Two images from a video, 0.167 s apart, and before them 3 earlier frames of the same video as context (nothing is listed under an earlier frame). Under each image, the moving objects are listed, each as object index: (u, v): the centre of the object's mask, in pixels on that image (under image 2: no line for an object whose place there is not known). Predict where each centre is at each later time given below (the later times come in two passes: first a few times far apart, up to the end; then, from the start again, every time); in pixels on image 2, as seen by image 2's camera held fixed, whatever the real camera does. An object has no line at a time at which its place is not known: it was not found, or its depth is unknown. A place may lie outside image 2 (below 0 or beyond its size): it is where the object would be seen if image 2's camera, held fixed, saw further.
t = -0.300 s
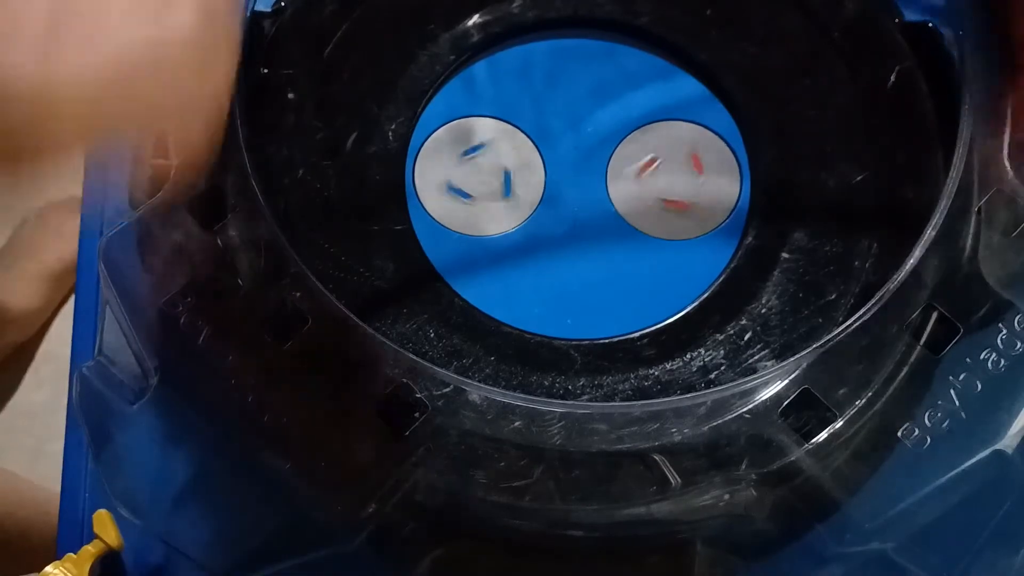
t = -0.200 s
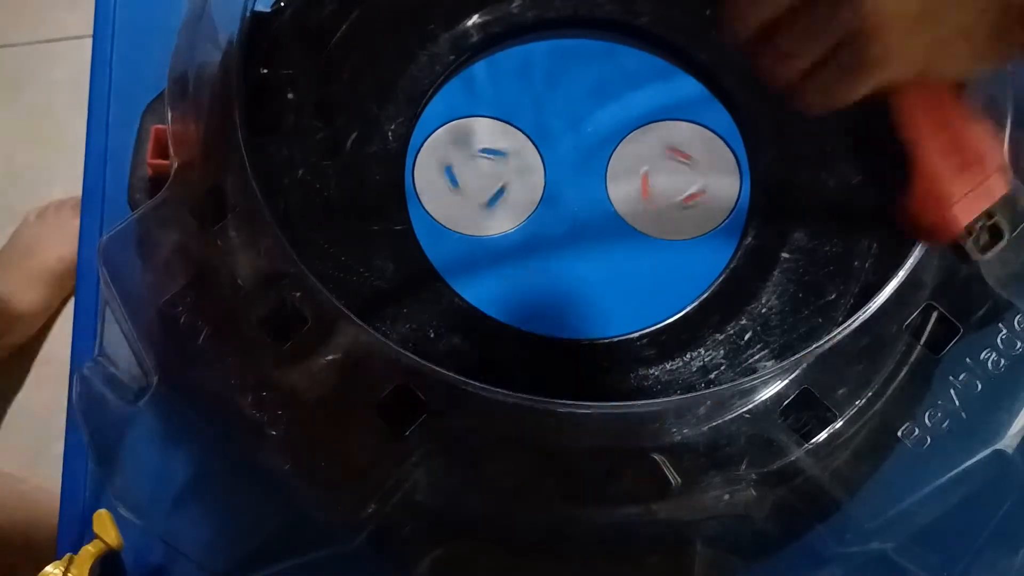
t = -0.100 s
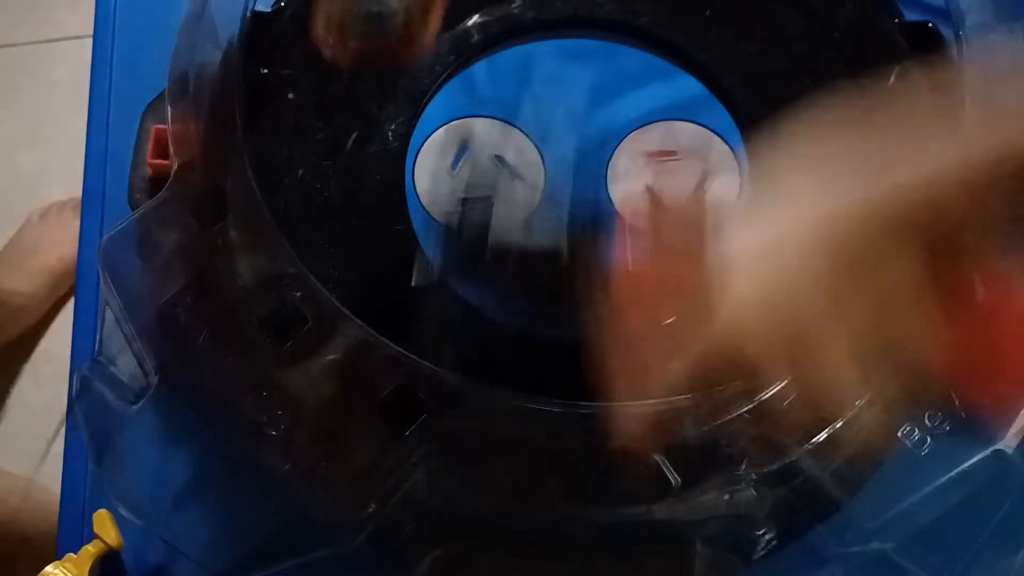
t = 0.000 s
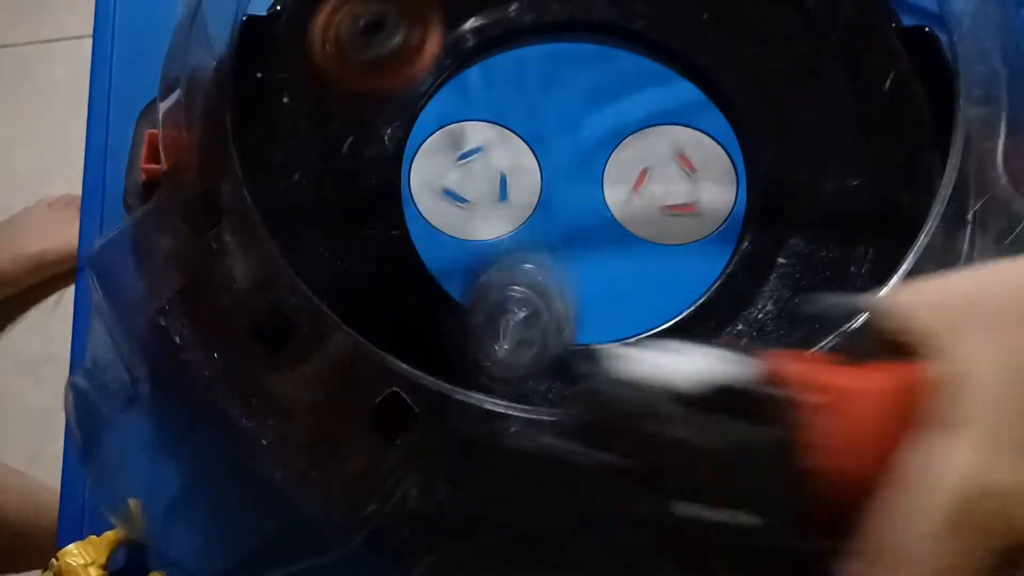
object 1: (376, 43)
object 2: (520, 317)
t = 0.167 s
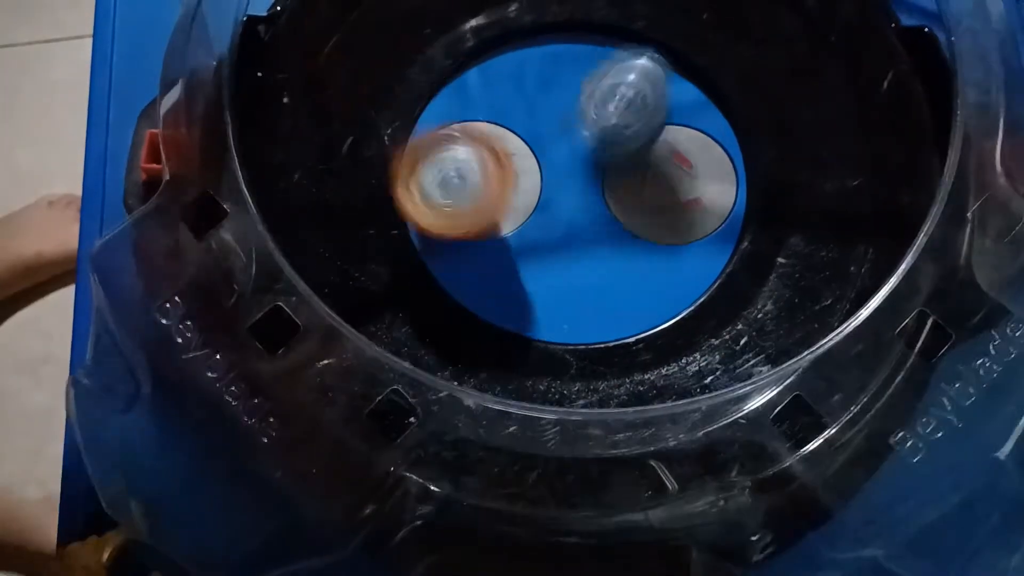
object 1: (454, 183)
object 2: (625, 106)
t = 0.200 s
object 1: (462, 209)
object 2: (651, 60)
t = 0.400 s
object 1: (562, 307)
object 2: (580, 157)
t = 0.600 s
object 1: (619, 294)
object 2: (693, 114)
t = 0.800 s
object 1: (636, 295)
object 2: (709, 99)
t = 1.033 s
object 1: (613, 305)
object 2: (699, 75)
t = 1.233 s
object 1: (577, 309)
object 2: (679, 57)
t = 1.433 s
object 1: (530, 302)
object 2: (643, 61)
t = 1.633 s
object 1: (504, 278)
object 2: (614, 92)
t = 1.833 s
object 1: (486, 234)
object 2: (600, 142)
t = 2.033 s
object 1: (499, 191)
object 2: (622, 170)
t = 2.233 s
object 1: (512, 162)
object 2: (628, 144)
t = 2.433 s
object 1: (517, 98)
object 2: (674, 102)
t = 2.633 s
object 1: (446, 96)
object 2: (717, 129)
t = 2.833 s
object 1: (425, 124)
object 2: (732, 188)
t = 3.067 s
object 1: (445, 146)
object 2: (651, 212)
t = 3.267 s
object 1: (514, 148)
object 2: (623, 149)
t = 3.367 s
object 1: (529, 114)
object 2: (673, 123)
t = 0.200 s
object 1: (462, 209)
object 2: (651, 60)
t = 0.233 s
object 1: (474, 239)
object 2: (664, 40)
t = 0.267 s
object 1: (485, 269)
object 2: (642, 53)
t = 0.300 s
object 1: (497, 294)
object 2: (616, 77)
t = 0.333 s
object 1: (513, 306)
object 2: (599, 101)
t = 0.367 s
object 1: (537, 311)
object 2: (586, 129)
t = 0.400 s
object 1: (562, 307)
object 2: (580, 157)
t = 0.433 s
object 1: (584, 300)
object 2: (581, 185)
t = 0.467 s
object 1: (599, 307)
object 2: (589, 198)
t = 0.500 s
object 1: (604, 308)
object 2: (616, 180)
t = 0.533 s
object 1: (609, 304)
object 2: (640, 163)
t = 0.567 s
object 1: (614, 298)
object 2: (664, 138)
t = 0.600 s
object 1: (619, 294)
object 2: (693, 114)
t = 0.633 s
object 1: (624, 291)
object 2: (716, 101)
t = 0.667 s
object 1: (629, 291)
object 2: (731, 98)
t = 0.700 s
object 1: (633, 291)
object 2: (737, 94)
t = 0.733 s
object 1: (637, 295)
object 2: (729, 97)
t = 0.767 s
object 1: (637, 299)
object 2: (717, 99)
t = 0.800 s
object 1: (636, 295)
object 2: (709, 99)
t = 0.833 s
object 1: (635, 293)
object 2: (705, 97)
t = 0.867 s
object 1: (633, 294)
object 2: (703, 94)
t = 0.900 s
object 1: (631, 297)
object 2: (702, 90)
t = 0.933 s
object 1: (628, 302)
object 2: (701, 86)
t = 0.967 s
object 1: (623, 303)
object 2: (701, 83)
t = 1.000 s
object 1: (618, 303)
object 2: (700, 79)
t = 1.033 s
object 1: (613, 305)
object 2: (699, 75)
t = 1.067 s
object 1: (608, 305)
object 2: (698, 71)
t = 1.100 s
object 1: (603, 307)
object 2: (696, 68)
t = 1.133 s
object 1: (597, 307)
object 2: (692, 65)
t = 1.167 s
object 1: (592, 308)
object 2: (689, 62)
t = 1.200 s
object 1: (585, 308)
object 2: (684, 60)
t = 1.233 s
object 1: (577, 309)
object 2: (679, 57)
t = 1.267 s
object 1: (569, 308)
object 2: (674, 56)
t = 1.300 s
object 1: (560, 308)
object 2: (668, 55)
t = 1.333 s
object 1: (552, 306)
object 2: (662, 55)
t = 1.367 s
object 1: (544, 305)
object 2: (656, 56)
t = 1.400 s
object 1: (537, 303)
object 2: (650, 58)
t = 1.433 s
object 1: (530, 302)
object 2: (643, 61)
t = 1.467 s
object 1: (524, 299)
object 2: (637, 65)
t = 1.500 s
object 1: (519, 296)
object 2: (631, 70)
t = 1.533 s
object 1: (515, 292)
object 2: (627, 75)
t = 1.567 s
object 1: (510, 289)
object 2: (622, 81)
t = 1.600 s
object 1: (507, 284)
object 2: (618, 86)
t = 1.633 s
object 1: (504, 278)
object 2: (614, 92)
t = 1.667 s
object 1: (501, 272)
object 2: (610, 104)
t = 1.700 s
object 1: (497, 264)
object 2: (606, 112)
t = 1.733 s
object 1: (494, 258)
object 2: (604, 119)
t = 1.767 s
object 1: (491, 251)
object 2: (603, 126)
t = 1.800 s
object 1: (488, 242)
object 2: (602, 134)
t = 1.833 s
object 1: (486, 234)
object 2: (600, 142)
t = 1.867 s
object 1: (484, 225)
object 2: (601, 150)
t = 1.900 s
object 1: (482, 215)
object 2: (602, 158)
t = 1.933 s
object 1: (481, 205)
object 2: (607, 164)
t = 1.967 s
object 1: (482, 198)
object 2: (615, 169)
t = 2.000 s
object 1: (487, 192)
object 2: (623, 173)
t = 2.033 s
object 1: (499, 191)
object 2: (622, 170)
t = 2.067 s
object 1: (509, 186)
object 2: (617, 168)
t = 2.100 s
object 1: (509, 180)
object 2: (621, 164)
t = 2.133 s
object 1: (505, 170)
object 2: (627, 158)
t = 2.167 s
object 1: (508, 167)
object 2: (629, 153)
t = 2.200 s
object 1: (511, 166)
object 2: (629, 149)
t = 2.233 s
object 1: (512, 162)
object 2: (628, 144)
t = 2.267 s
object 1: (515, 153)
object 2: (629, 139)
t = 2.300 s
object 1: (522, 144)
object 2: (636, 132)
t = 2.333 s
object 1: (526, 134)
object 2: (648, 122)
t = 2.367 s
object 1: (526, 124)
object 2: (659, 109)
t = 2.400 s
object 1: (523, 112)
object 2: (669, 101)
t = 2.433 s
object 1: (517, 98)
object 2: (674, 102)
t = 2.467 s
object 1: (507, 87)
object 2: (680, 106)
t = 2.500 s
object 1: (492, 86)
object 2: (684, 113)
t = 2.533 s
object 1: (477, 85)
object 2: (691, 118)
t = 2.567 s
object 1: (464, 89)
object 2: (699, 121)
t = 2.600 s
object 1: (454, 92)
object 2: (709, 124)
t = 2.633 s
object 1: (446, 96)
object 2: (717, 129)
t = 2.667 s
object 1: (440, 102)
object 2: (725, 136)
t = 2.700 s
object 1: (434, 108)
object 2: (734, 146)
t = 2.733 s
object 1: (429, 113)
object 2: (743, 158)
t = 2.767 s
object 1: (426, 118)
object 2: (742, 167)
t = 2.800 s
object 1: (424, 122)
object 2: (735, 177)
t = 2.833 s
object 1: (425, 124)
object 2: (732, 188)
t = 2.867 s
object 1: (428, 125)
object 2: (727, 197)
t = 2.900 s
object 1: (432, 126)
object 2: (718, 205)
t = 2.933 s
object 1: (433, 127)
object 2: (703, 208)
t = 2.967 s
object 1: (429, 131)
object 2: (694, 212)
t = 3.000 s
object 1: (429, 136)
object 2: (680, 214)
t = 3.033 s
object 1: (436, 141)
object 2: (667, 213)
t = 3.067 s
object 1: (445, 146)
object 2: (651, 212)
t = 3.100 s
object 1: (452, 149)
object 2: (636, 206)
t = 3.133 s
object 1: (457, 152)
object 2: (626, 195)
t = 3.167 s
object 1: (467, 156)
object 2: (615, 184)
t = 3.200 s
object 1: (483, 158)
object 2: (610, 170)
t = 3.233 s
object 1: (502, 155)
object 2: (610, 158)
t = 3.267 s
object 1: (514, 148)
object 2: (623, 149)
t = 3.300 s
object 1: (528, 139)
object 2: (635, 141)
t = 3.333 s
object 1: (536, 127)
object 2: (647, 131)
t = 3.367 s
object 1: (529, 114)
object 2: (673, 123)
